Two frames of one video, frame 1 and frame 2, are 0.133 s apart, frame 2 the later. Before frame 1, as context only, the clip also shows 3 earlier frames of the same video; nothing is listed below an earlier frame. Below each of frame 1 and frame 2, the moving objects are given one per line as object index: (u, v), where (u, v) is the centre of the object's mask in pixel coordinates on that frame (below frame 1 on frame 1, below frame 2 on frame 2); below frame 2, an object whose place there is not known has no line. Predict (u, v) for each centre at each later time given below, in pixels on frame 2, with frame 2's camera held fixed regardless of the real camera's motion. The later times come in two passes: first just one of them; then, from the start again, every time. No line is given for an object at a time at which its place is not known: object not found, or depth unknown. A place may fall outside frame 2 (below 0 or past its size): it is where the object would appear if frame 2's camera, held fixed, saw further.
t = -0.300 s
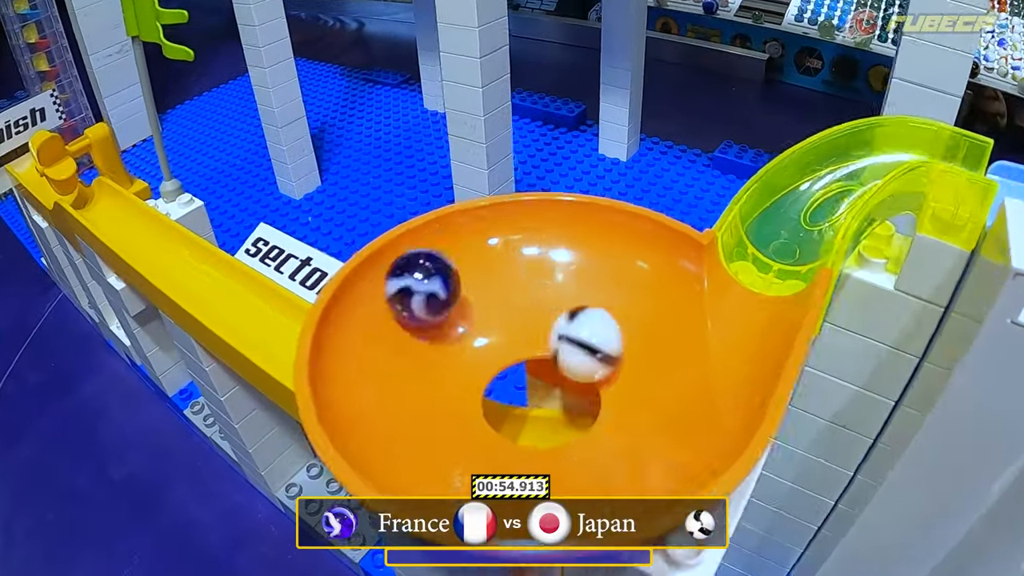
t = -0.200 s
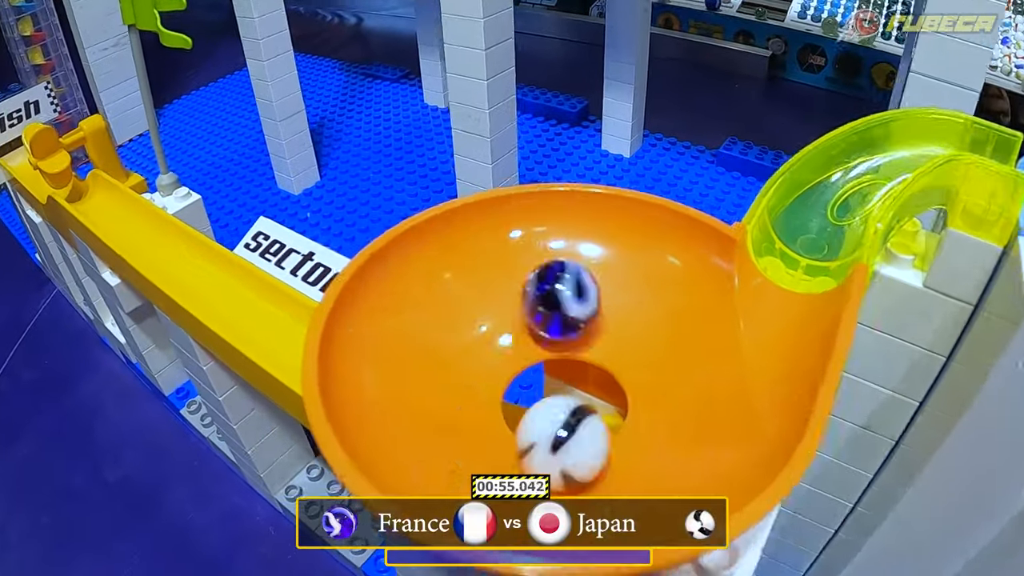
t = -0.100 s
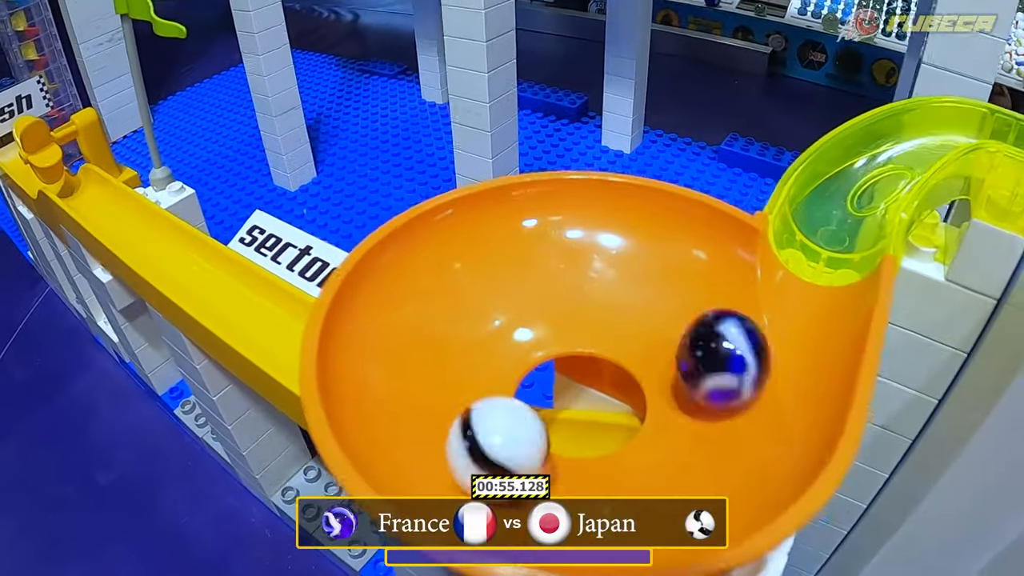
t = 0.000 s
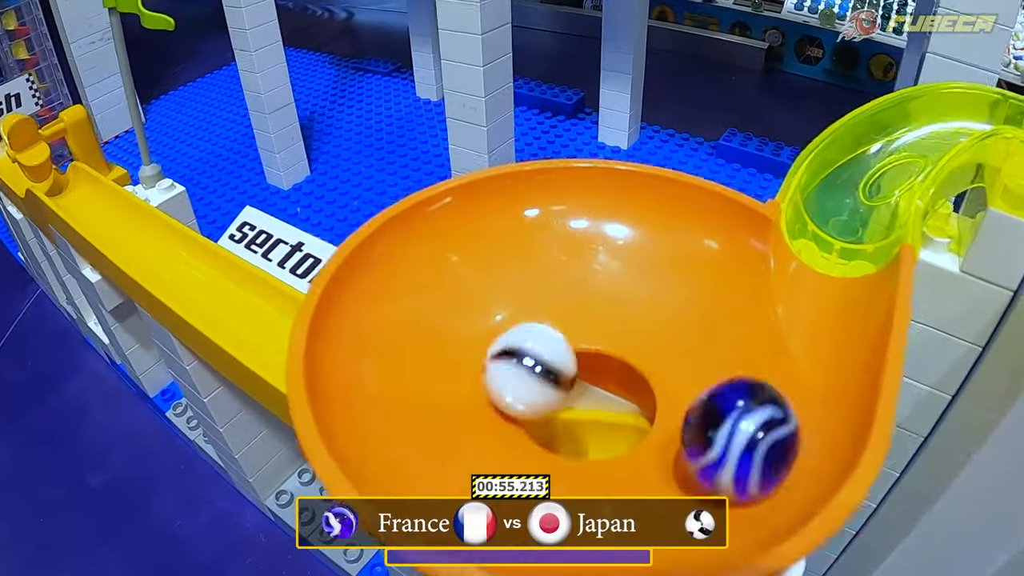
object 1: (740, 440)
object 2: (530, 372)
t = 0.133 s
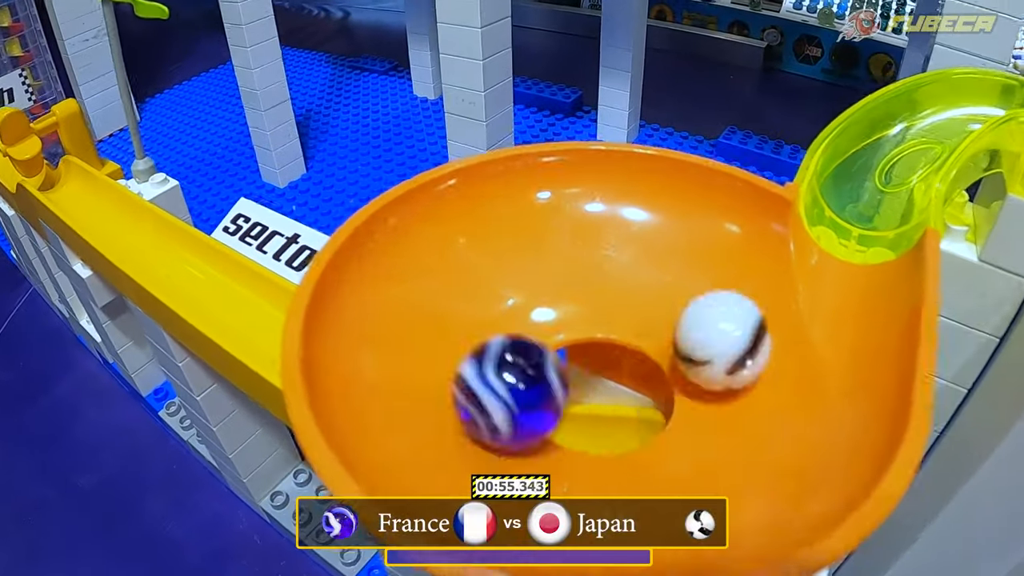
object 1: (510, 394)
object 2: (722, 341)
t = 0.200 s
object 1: (458, 296)
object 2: (753, 362)
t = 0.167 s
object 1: (471, 343)
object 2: (747, 349)
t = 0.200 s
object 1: (458, 296)
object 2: (753, 362)
